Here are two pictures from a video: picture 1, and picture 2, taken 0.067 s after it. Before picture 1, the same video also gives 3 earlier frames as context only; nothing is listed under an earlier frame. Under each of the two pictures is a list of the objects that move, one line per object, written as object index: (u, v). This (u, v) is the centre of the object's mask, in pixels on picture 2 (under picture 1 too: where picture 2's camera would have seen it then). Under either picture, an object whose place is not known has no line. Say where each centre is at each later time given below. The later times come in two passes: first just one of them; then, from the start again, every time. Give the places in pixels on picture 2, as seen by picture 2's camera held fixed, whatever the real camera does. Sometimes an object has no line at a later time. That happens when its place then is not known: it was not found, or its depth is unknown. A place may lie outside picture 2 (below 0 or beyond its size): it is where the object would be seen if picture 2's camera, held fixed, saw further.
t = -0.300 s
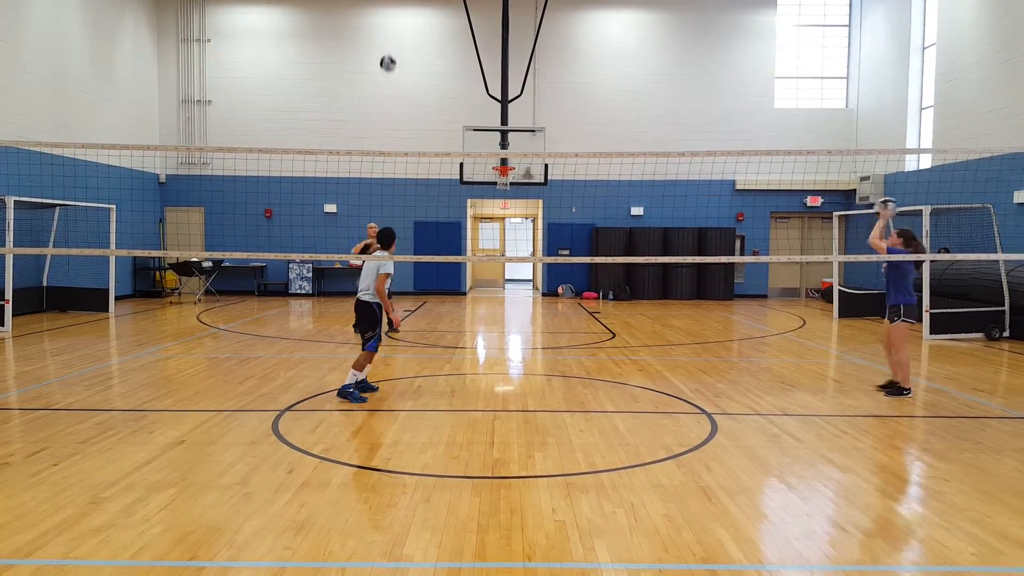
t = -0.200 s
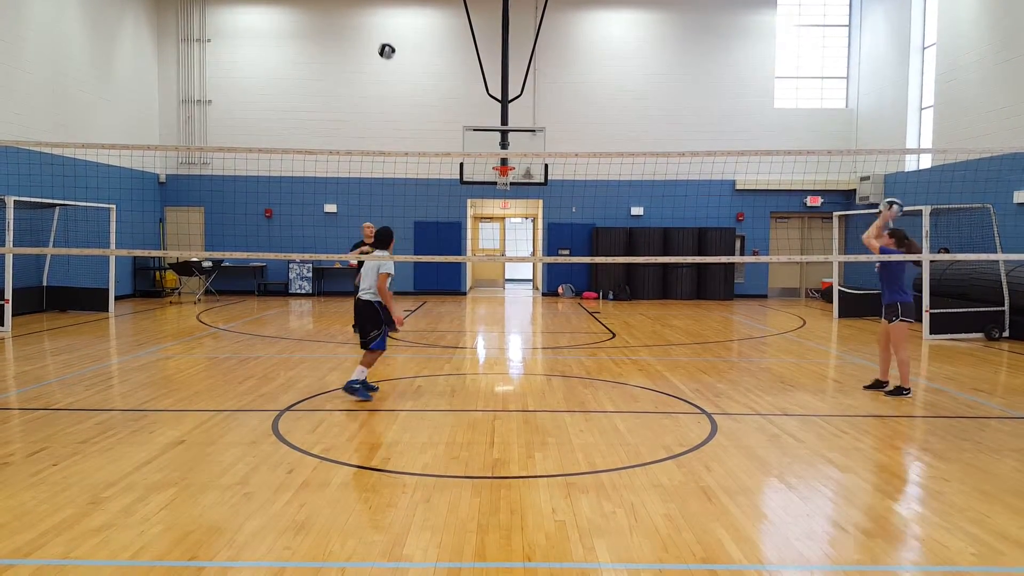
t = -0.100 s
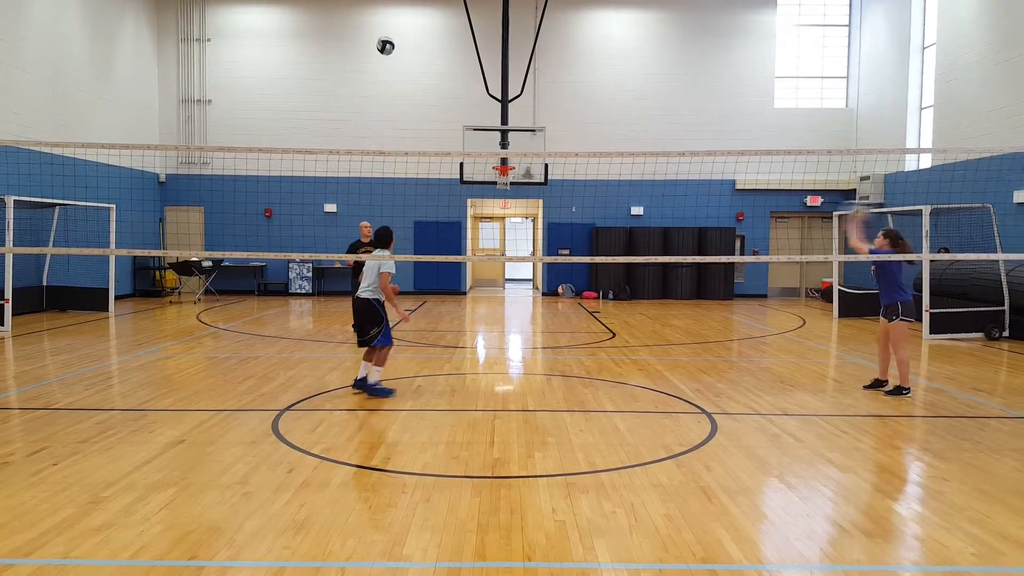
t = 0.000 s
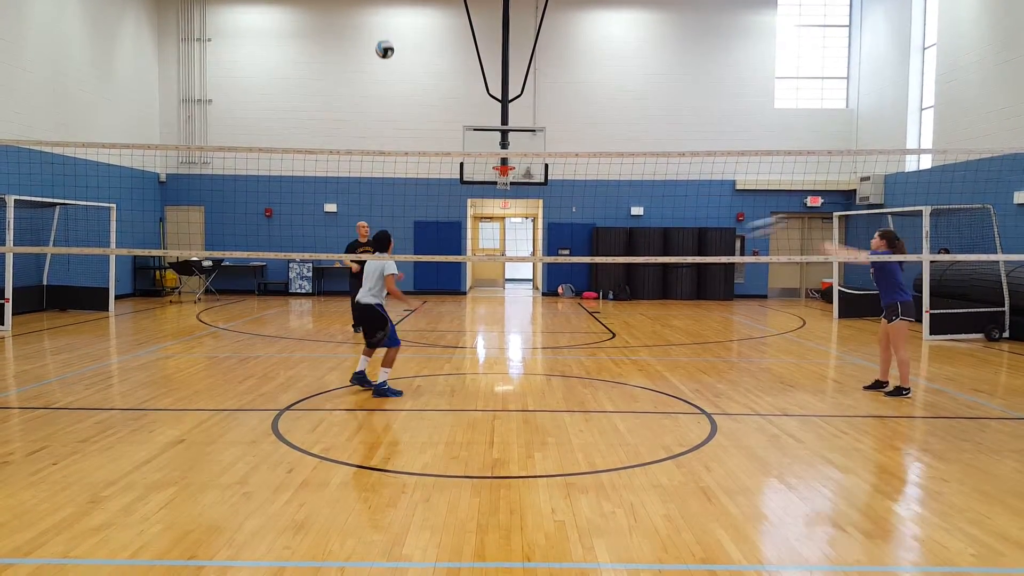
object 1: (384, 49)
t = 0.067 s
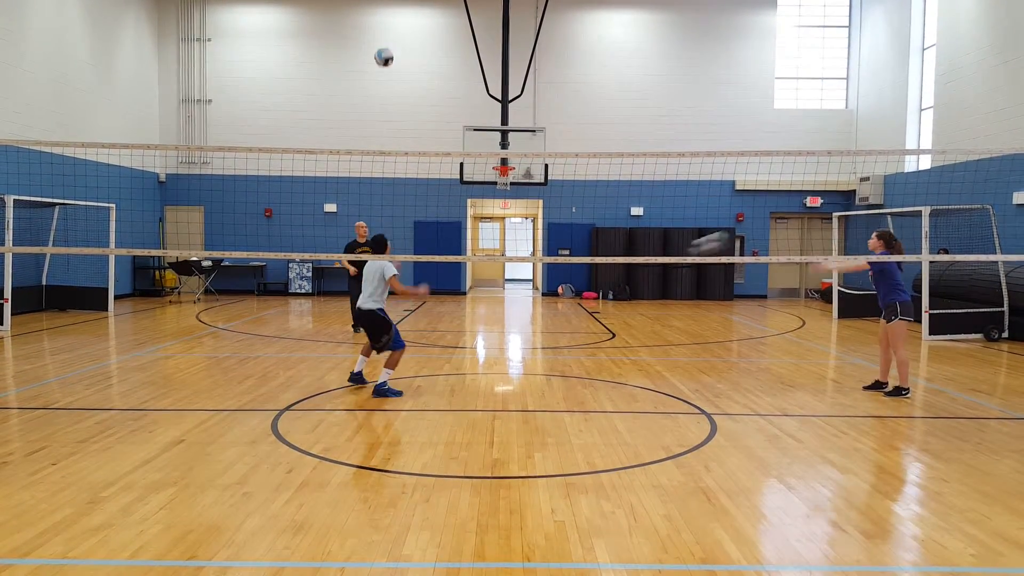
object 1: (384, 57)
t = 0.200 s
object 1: (382, 86)
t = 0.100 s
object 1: (383, 63)
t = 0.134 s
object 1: (383, 69)
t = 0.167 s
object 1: (382, 77)
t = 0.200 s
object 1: (382, 86)
